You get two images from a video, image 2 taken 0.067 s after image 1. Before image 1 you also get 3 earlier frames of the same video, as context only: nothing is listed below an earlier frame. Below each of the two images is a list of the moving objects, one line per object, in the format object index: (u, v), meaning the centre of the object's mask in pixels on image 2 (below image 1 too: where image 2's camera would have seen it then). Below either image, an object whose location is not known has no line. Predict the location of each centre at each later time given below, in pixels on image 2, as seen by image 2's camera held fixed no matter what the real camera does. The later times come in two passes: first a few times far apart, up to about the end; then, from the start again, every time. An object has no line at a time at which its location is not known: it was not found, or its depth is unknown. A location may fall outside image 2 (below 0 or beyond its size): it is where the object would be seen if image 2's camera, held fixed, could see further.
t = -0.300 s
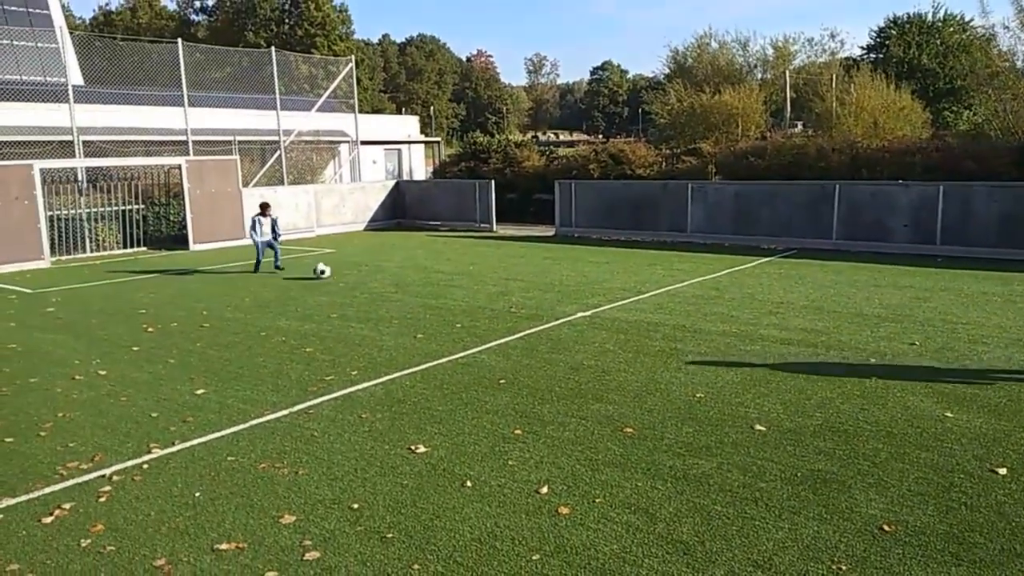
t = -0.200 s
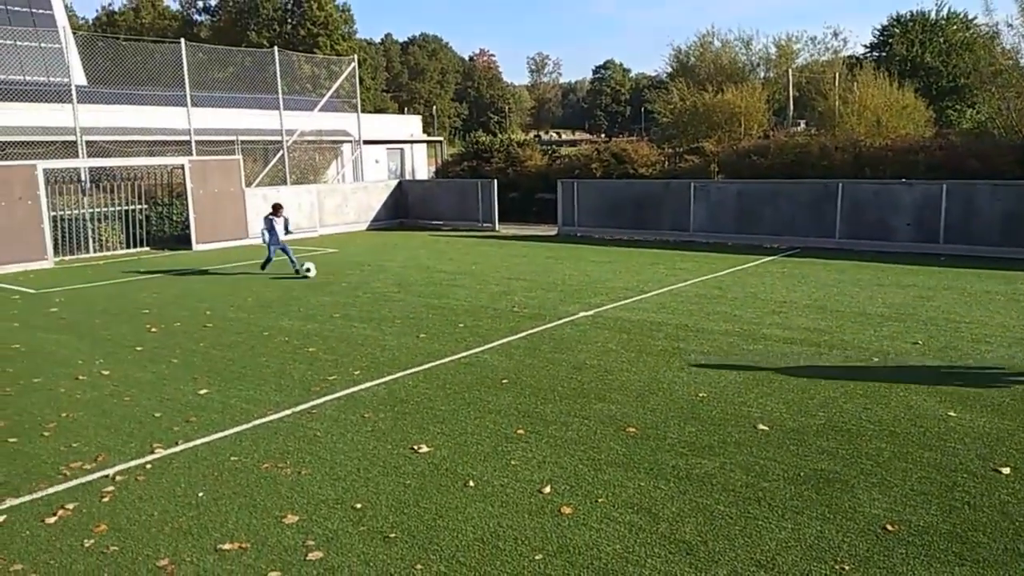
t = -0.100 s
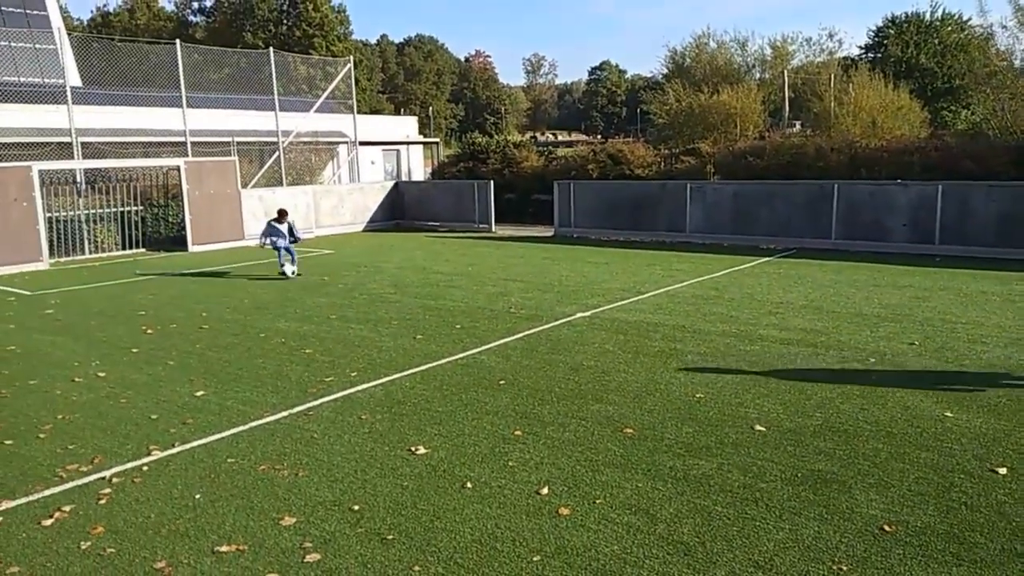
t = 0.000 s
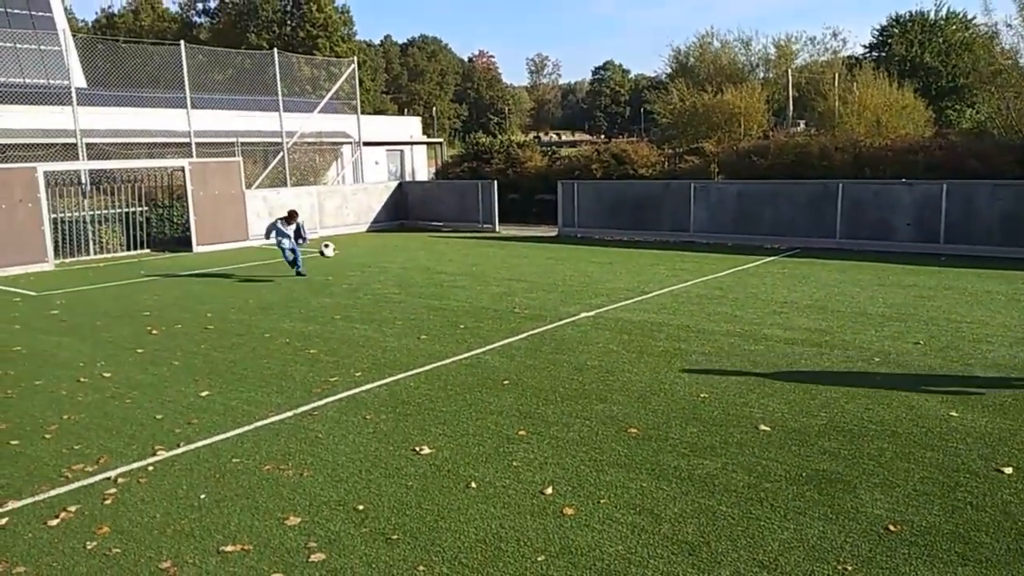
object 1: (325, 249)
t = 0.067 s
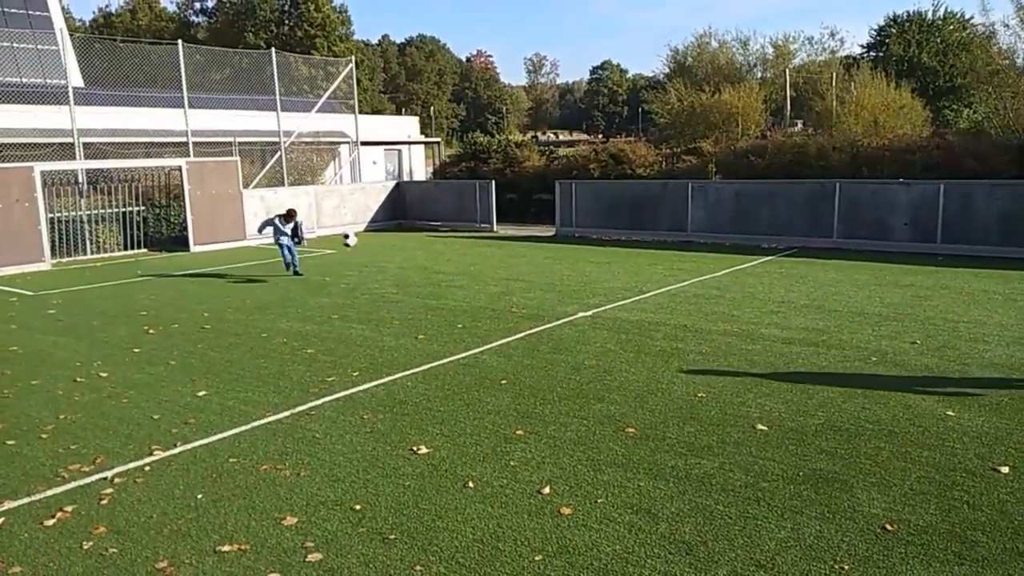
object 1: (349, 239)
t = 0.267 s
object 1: (427, 223)
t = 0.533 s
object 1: (545, 249)
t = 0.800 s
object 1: (652, 269)
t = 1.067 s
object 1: (741, 268)
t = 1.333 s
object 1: (820, 278)
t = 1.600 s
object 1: (887, 288)
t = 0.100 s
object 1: (361, 234)
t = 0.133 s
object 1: (374, 230)
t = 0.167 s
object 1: (386, 228)
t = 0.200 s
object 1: (399, 225)
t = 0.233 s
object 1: (413, 224)
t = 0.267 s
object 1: (427, 223)
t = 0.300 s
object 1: (442, 223)
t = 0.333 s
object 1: (454, 224)
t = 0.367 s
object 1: (470, 227)
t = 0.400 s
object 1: (484, 230)
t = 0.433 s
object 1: (498, 233)
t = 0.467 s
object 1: (514, 237)
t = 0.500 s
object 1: (529, 243)
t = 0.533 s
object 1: (545, 249)
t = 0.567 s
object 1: (560, 257)
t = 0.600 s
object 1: (575, 265)
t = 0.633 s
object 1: (591, 274)
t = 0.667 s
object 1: (607, 284)
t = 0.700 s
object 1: (620, 283)
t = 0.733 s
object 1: (630, 278)
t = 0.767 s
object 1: (641, 272)
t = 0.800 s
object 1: (652, 269)
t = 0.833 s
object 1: (664, 265)
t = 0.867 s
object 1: (675, 262)
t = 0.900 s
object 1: (686, 261)
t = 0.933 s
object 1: (697, 260)
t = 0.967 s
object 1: (708, 261)
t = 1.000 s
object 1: (719, 262)
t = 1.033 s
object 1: (729, 265)
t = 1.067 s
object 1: (741, 268)
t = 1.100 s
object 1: (753, 272)
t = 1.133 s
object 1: (764, 277)
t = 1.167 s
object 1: (774, 283)
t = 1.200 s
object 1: (786, 290)
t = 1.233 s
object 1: (794, 287)
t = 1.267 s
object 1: (803, 283)
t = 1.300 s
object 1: (812, 280)
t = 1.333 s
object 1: (820, 278)
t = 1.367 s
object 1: (828, 277)
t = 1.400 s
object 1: (836, 277)
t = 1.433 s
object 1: (845, 278)
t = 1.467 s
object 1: (854, 279)
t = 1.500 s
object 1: (862, 282)
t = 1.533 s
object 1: (871, 286)
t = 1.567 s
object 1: (879, 290)
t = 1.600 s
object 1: (887, 288)
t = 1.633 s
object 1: (896, 286)
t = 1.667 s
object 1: (905, 284)
